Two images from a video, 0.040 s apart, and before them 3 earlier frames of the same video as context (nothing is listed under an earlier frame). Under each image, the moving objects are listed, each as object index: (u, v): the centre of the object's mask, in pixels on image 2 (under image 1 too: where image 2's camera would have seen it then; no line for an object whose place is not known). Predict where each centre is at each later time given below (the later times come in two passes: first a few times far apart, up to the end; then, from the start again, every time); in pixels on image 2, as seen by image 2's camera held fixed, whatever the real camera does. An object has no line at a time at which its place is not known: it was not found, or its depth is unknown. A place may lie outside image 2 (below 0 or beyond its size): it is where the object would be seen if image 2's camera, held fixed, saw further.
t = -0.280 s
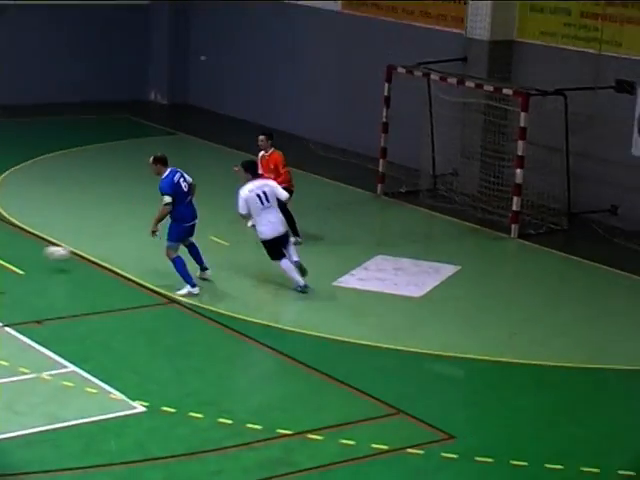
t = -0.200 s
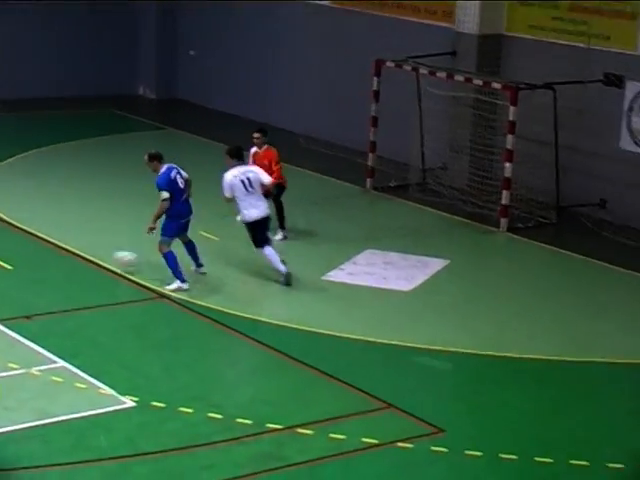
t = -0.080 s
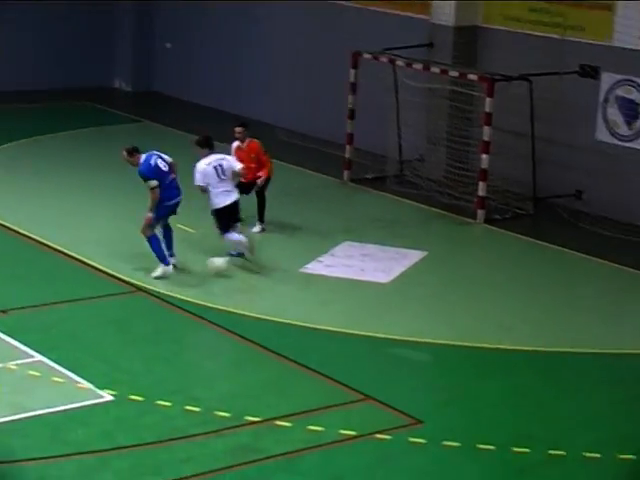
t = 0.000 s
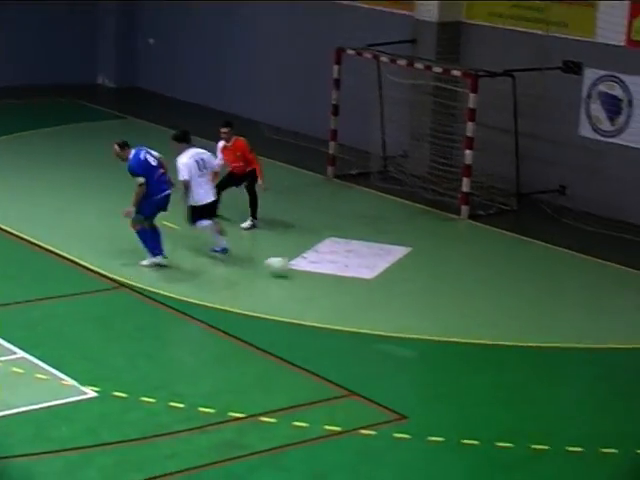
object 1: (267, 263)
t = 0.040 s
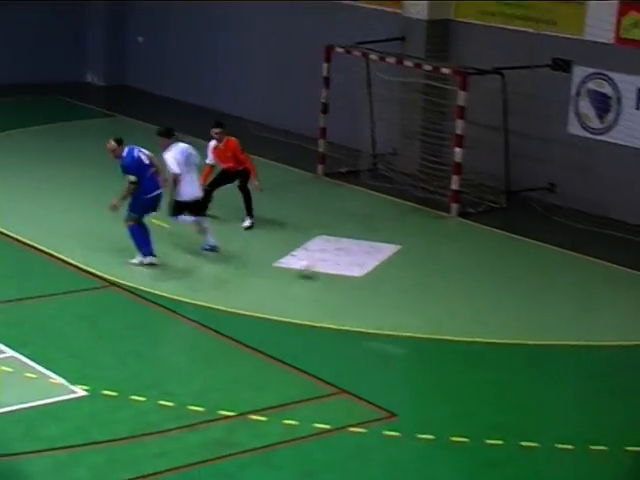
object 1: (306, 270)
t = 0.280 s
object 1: (511, 280)
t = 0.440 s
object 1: (637, 283)
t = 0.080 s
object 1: (344, 272)
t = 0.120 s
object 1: (375, 270)
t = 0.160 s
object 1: (408, 271)
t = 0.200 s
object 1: (443, 273)
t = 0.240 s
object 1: (477, 276)
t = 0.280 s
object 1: (511, 280)
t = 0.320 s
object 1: (545, 283)
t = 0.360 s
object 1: (576, 282)
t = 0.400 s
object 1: (606, 282)
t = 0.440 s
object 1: (637, 283)
